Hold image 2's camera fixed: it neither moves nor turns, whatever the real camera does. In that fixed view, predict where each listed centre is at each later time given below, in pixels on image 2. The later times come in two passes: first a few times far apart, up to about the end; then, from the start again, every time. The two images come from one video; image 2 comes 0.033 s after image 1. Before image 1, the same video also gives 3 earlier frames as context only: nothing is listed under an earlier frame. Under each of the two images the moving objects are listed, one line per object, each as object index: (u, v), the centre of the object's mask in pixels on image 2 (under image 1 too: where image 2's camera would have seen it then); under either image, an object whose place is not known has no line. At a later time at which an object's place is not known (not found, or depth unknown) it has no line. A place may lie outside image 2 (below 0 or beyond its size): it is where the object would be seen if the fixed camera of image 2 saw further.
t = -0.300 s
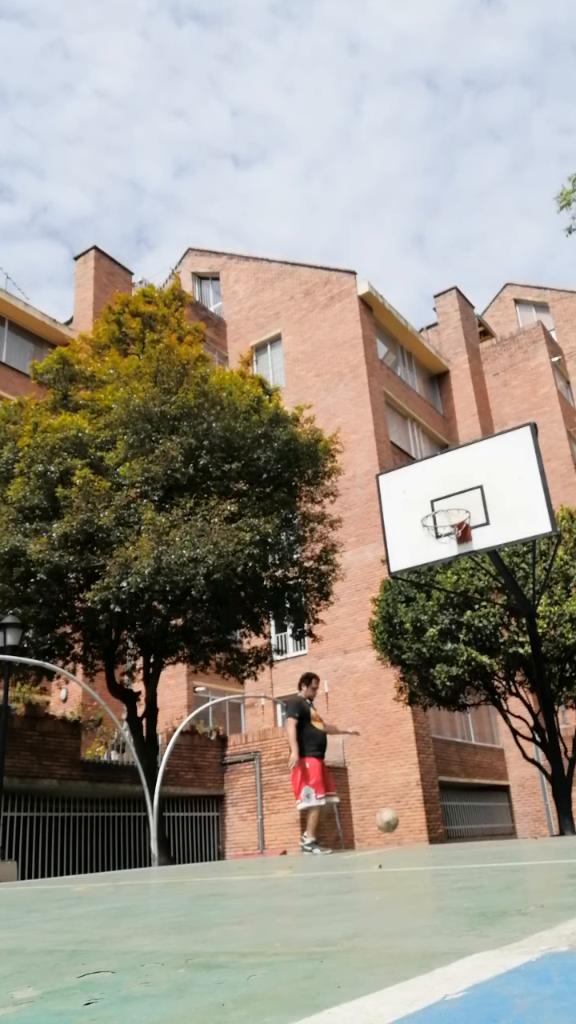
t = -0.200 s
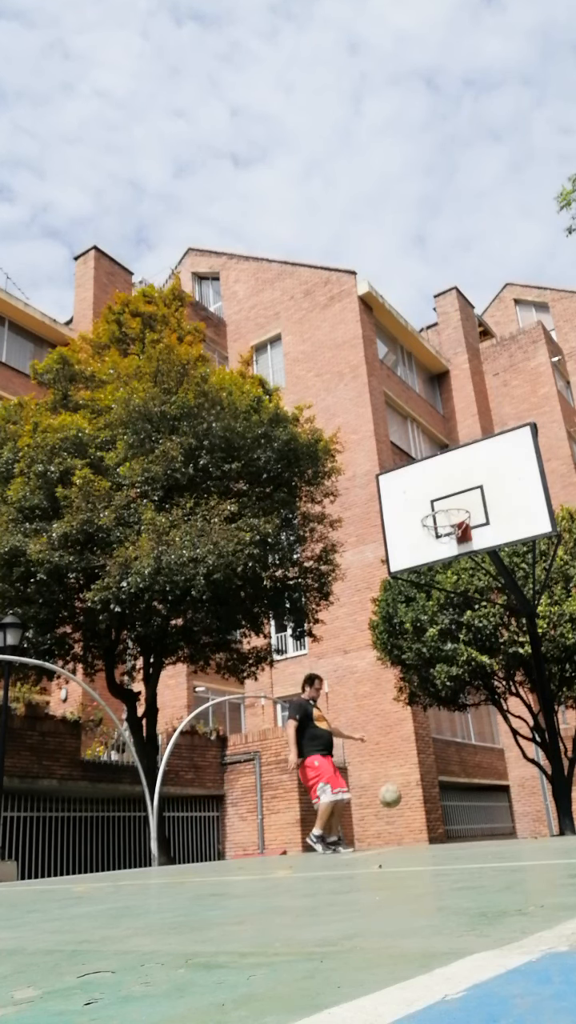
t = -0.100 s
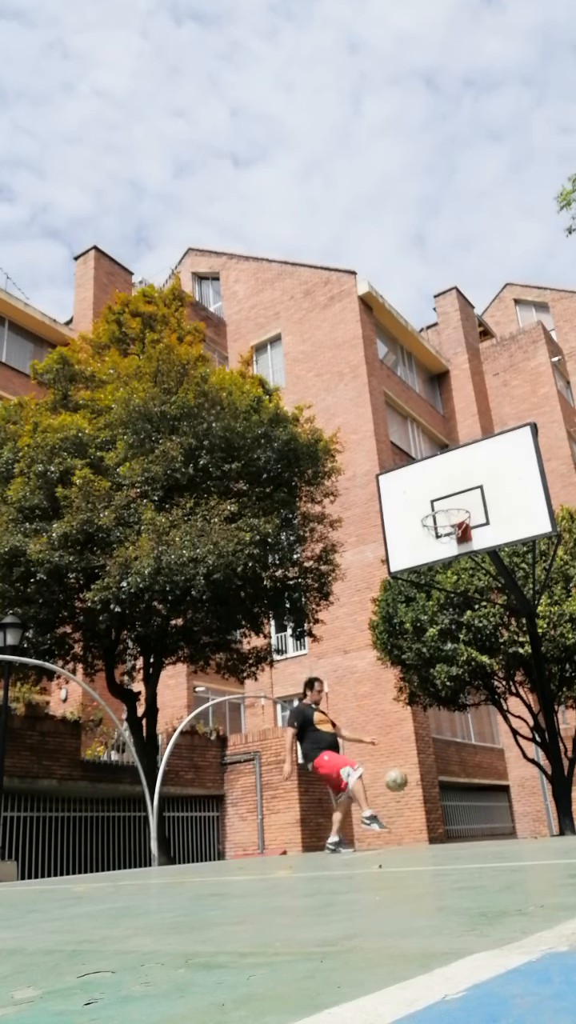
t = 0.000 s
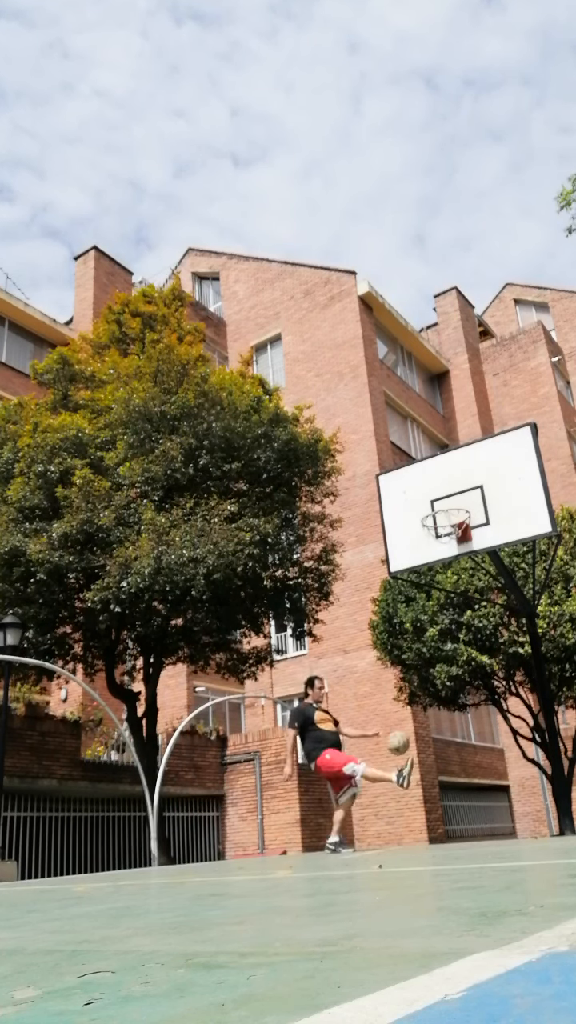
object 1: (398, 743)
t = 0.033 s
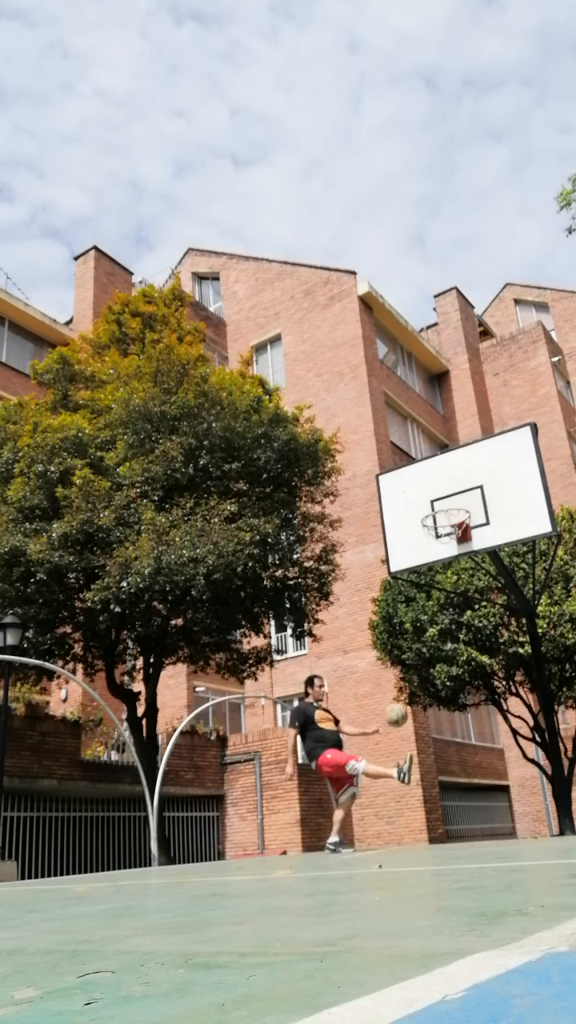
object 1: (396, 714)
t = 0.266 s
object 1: (389, 561)
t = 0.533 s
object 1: (389, 451)
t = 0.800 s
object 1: (398, 403)
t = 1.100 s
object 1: (422, 420)
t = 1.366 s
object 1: (458, 524)
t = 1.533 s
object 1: (508, 693)
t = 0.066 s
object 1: (395, 688)
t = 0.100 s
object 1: (393, 664)
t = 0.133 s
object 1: (392, 641)
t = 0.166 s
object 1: (391, 619)
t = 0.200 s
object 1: (390, 597)
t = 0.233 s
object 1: (390, 575)
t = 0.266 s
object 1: (389, 561)
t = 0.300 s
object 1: (389, 543)
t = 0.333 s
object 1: (388, 527)
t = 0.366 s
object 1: (388, 512)
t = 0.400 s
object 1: (388, 498)
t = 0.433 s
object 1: (388, 486)
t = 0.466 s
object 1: (388, 473)
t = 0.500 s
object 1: (388, 462)
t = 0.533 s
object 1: (389, 451)
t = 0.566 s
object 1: (390, 442)
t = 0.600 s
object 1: (391, 434)
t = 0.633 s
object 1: (392, 426)
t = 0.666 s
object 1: (392, 420)
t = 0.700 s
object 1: (393, 413)
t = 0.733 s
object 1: (395, 409)
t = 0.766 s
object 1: (397, 405)
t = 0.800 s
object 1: (398, 403)
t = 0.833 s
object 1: (400, 400)
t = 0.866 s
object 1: (402, 399)
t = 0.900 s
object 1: (404, 400)
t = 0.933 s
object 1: (406, 399)
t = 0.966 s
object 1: (409, 401)
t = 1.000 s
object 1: (412, 405)
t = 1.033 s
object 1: (415, 408)
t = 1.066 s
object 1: (418, 413)
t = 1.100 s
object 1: (422, 420)
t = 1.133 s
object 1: (425, 428)
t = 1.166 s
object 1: (429, 438)
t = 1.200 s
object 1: (434, 447)
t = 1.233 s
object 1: (437, 460)
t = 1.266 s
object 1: (442, 474)
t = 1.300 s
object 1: (447, 489)
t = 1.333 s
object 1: (453, 506)
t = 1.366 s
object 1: (458, 524)
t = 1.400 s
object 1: (465, 546)
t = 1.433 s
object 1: (472, 571)
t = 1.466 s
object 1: (480, 596)
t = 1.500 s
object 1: (499, 658)
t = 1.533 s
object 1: (508, 693)
